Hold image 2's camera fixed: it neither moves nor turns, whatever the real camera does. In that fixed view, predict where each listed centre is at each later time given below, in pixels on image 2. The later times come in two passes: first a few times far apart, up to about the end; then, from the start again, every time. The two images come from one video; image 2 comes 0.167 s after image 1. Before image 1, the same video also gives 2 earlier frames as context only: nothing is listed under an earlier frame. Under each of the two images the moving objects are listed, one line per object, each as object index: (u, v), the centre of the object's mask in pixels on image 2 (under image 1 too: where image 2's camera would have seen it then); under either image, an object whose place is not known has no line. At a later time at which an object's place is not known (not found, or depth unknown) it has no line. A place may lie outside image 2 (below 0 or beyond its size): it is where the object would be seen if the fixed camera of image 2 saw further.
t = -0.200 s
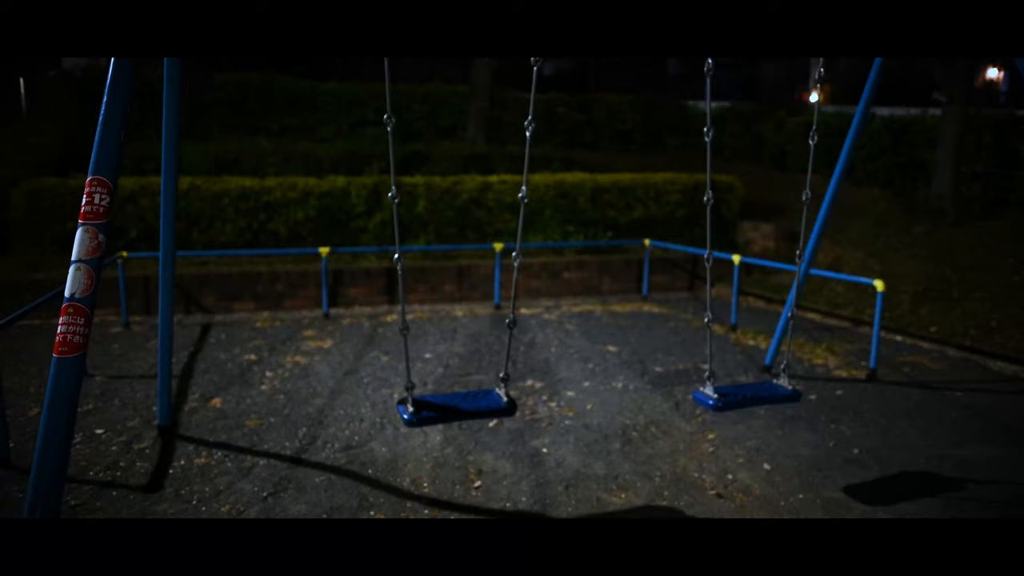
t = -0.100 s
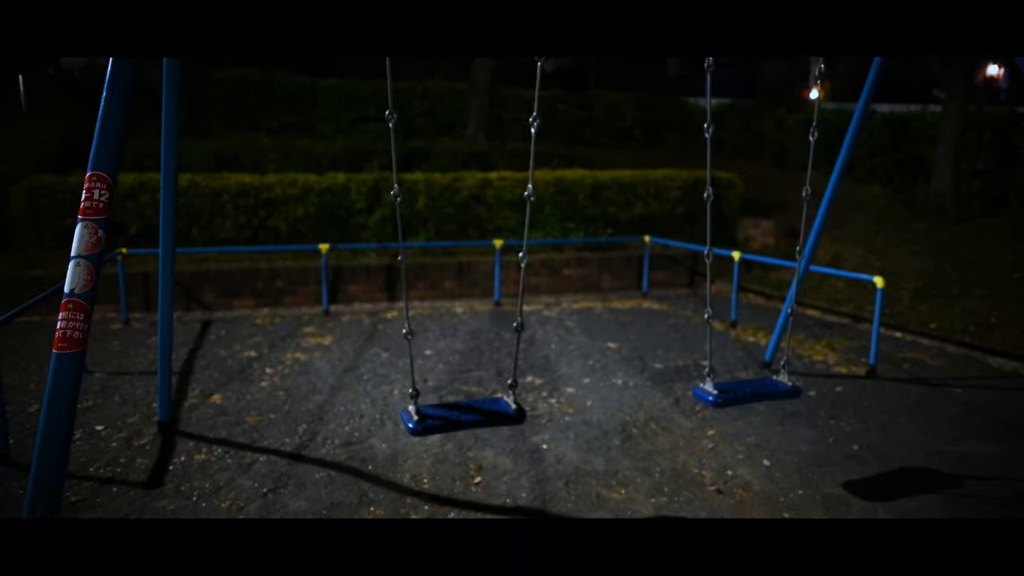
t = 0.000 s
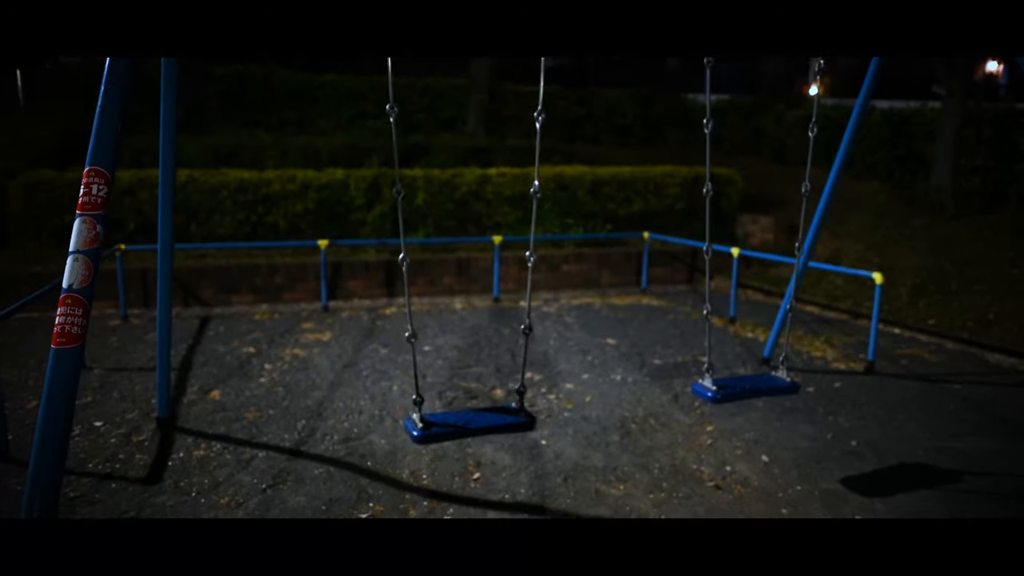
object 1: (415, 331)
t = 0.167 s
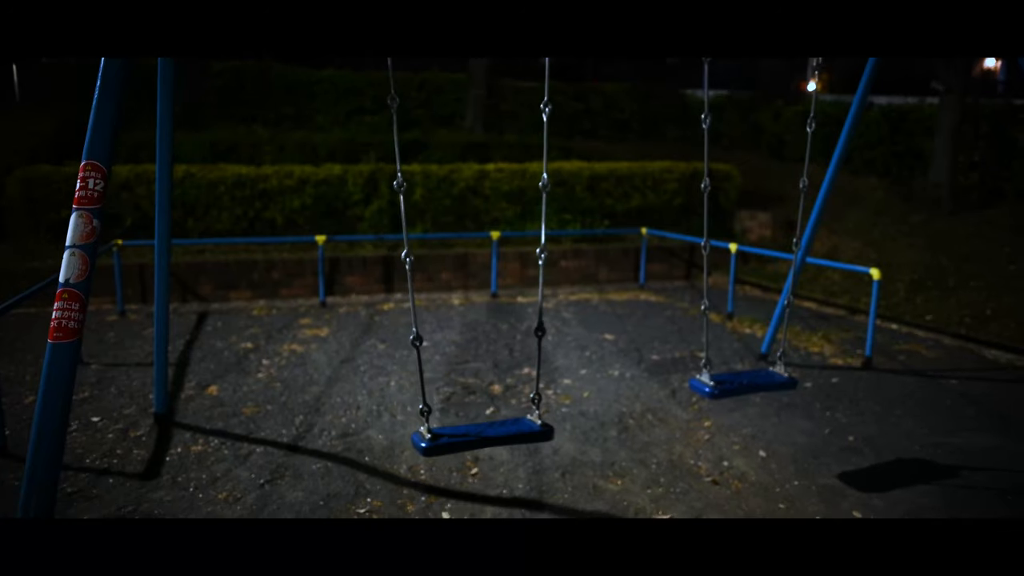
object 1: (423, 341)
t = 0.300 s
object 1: (428, 340)
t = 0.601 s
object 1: (436, 341)
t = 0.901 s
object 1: (432, 343)
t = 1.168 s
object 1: (421, 335)
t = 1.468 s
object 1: (407, 314)
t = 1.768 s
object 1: (397, 292)
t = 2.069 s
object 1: (395, 289)
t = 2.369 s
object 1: (401, 313)
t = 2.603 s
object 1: (412, 331)
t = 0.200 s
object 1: (424, 341)
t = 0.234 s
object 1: (425, 340)
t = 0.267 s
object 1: (427, 341)
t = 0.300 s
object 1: (428, 340)
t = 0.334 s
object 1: (430, 342)
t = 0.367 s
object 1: (431, 342)
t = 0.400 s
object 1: (432, 341)
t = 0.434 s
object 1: (433, 341)
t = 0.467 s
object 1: (434, 341)
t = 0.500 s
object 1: (435, 340)
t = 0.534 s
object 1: (436, 343)
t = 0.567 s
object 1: (435, 341)
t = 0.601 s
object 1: (436, 341)
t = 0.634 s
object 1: (436, 340)
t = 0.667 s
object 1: (436, 341)
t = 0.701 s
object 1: (436, 341)
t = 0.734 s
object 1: (436, 341)
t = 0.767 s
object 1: (435, 340)
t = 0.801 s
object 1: (435, 342)
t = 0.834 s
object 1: (434, 341)
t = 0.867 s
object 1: (433, 341)
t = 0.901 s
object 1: (432, 343)
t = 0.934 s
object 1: (430, 340)
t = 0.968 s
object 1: (429, 339)
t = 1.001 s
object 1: (428, 340)
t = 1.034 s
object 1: (427, 341)
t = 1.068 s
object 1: (425, 337)
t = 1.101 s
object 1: (424, 336)
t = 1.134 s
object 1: (422, 335)
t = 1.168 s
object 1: (421, 335)
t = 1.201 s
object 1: (419, 332)
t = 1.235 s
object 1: (416, 328)
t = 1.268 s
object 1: (416, 328)
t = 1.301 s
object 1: (415, 326)
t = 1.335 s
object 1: (413, 324)
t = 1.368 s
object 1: (411, 322)
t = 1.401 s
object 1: (409, 317)
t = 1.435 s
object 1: (408, 317)
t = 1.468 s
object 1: (407, 314)
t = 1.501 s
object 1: (405, 309)
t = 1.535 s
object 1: (405, 308)
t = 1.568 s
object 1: (404, 305)
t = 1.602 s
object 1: (403, 304)
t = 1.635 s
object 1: (402, 302)
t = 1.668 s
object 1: (401, 300)
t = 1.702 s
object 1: (400, 297)
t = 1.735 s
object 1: (399, 295)
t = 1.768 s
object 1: (397, 292)
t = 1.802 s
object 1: (397, 291)
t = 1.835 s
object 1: (396, 290)
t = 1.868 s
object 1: (396, 289)
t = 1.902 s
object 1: (395, 290)
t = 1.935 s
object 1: (395, 290)
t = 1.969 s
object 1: (395, 289)
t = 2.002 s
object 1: (396, 290)
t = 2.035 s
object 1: (395, 289)
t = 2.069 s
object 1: (395, 289)
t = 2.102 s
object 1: (395, 291)
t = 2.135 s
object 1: (397, 298)
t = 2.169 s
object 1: (397, 299)
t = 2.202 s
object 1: (397, 299)
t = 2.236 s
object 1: (398, 301)
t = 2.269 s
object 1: (398, 302)
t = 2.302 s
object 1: (399, 304)
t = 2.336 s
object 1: (400, 310)
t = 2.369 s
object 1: (401, 313)
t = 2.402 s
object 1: (402, 312)
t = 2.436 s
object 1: (403, 317)
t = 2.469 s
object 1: (405, 320)
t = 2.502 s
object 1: (407, 322)
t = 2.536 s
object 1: (409, 326)
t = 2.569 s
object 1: (410, 327)
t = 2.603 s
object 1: (412, 331)
